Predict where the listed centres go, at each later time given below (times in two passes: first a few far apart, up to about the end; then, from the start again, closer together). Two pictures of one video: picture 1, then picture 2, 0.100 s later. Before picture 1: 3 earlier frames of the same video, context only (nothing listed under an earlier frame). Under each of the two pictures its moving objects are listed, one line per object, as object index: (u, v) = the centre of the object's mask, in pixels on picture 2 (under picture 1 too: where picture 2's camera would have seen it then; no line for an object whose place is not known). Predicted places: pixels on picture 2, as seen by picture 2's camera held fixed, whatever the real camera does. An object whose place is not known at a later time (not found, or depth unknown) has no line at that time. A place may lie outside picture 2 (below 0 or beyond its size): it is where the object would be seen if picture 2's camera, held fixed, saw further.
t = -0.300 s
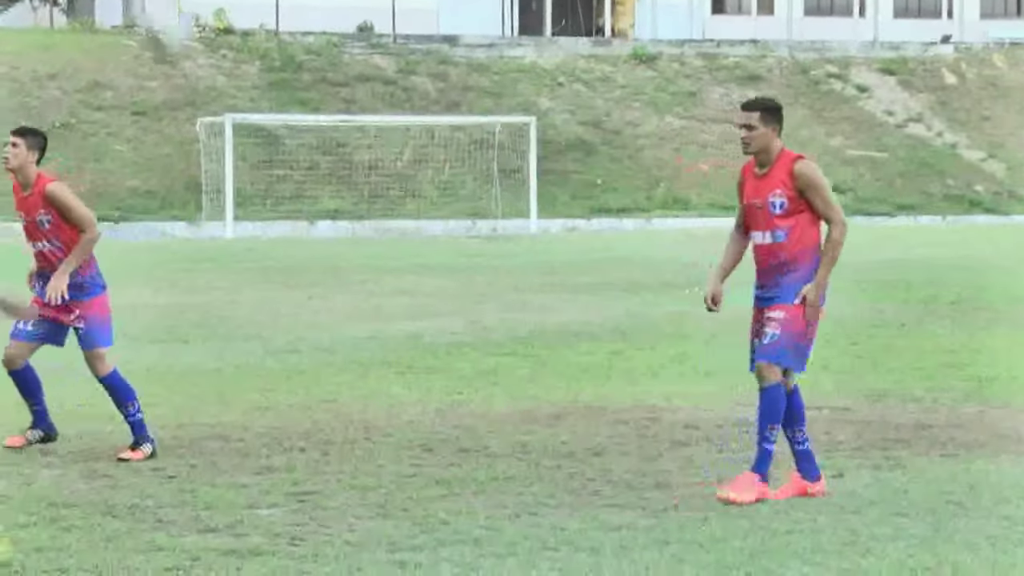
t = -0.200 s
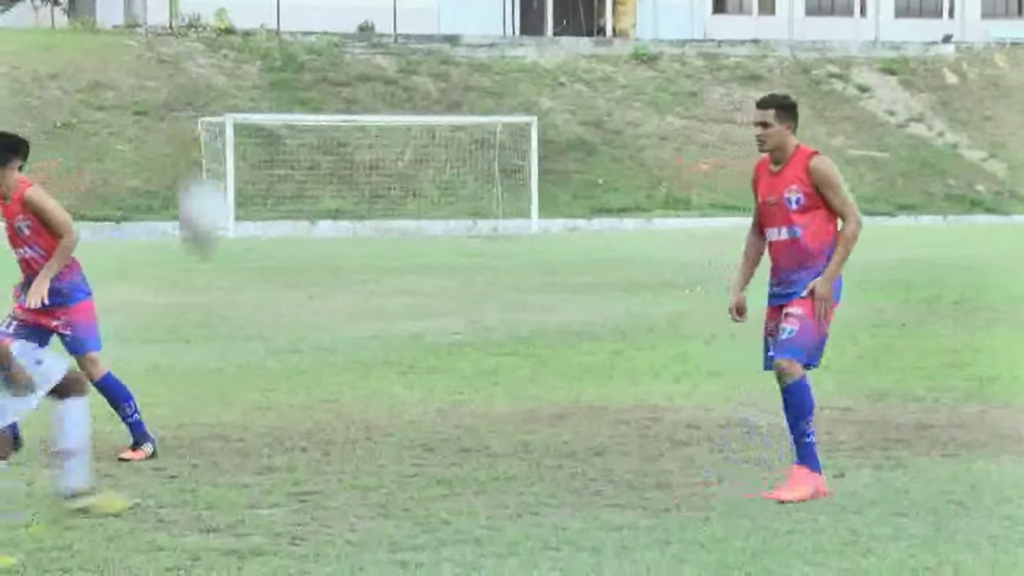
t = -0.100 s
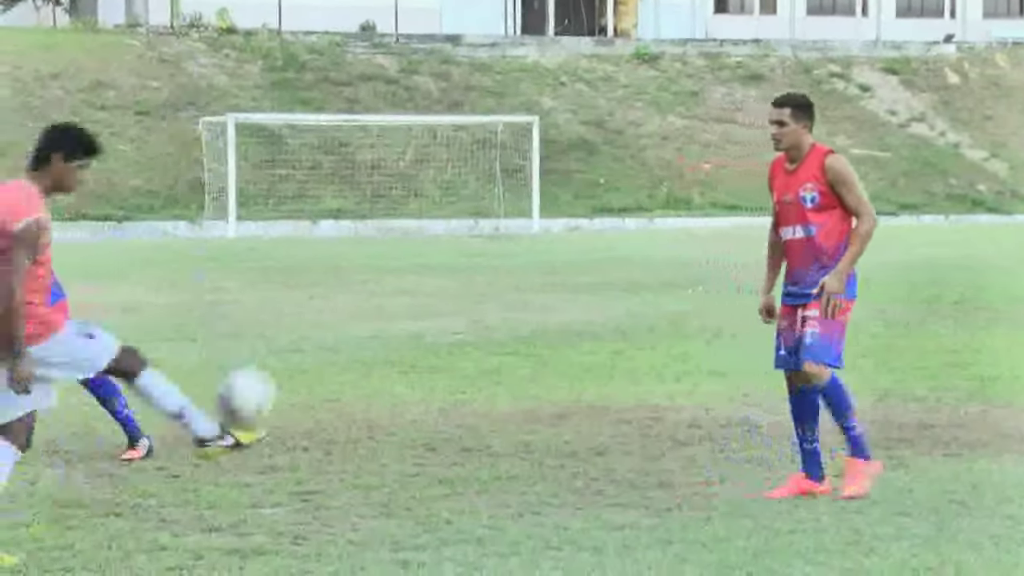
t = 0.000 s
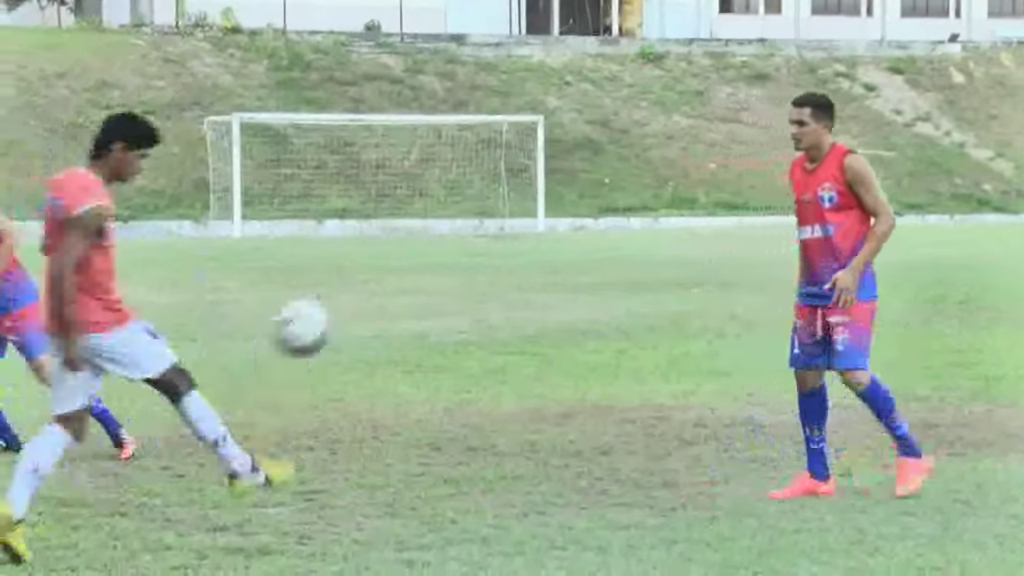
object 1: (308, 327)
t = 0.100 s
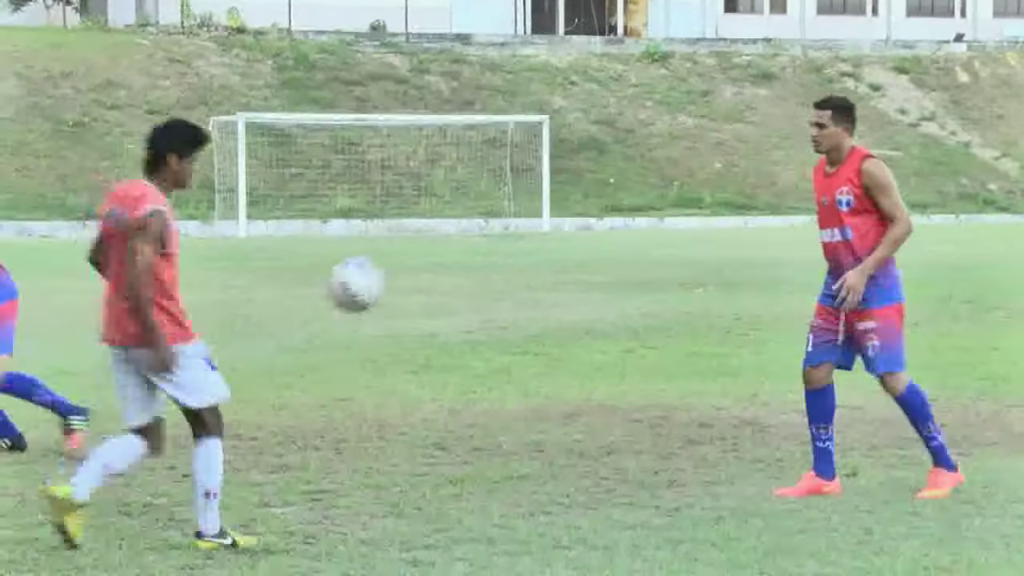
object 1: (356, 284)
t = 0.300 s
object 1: (450, 268)
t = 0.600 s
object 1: (584, 411)
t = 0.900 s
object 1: (618, 360)
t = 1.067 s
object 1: (618, 344)
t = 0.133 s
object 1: (370, 276)
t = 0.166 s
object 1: (386, 269)
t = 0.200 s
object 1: (404, 265)
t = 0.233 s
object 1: (419, 264)
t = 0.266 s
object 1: (435, 265)
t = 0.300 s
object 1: (450, 268)
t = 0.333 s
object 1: (466, 275)
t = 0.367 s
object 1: (481, 283)
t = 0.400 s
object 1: (496, 295)
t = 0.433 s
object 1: (510, 307)
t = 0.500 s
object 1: (539, 342)
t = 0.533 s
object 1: (556, 363)
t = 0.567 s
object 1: (571, 387)
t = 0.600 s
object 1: (584, 411)
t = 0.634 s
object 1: (598, 436)
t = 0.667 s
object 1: (612, 467)
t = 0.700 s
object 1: (615, 456)
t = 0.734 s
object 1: (616, 434)
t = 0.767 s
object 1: (616, 415)
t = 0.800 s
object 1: (616, 398)
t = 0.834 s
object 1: (617, 385)
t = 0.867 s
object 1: (617, 370)
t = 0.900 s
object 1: (618, 360)
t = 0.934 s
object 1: (617, 353)
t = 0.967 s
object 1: (617, 347)
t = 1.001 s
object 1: (618, 344)
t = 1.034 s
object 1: (618, 343)
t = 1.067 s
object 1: (618, 344)
